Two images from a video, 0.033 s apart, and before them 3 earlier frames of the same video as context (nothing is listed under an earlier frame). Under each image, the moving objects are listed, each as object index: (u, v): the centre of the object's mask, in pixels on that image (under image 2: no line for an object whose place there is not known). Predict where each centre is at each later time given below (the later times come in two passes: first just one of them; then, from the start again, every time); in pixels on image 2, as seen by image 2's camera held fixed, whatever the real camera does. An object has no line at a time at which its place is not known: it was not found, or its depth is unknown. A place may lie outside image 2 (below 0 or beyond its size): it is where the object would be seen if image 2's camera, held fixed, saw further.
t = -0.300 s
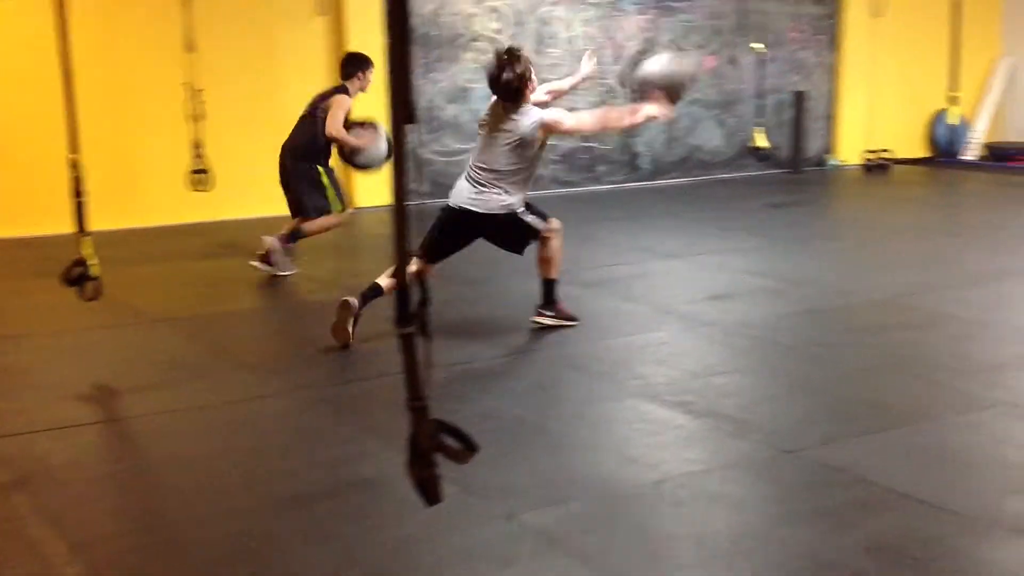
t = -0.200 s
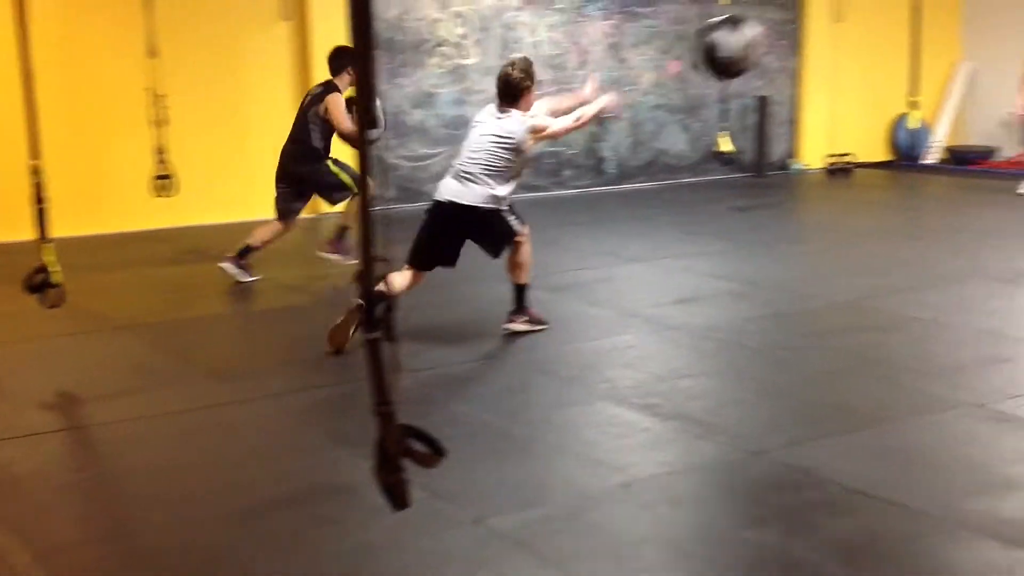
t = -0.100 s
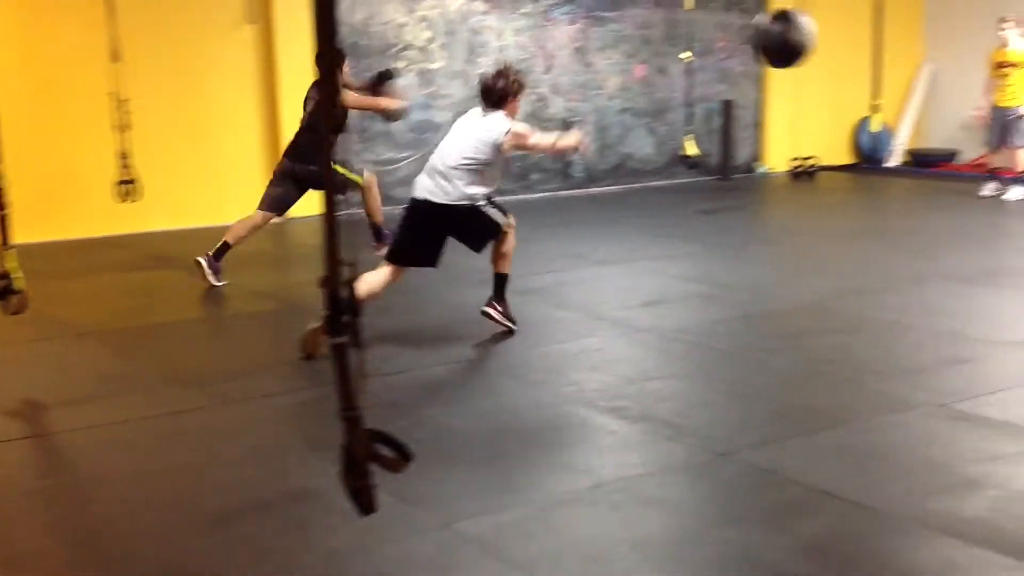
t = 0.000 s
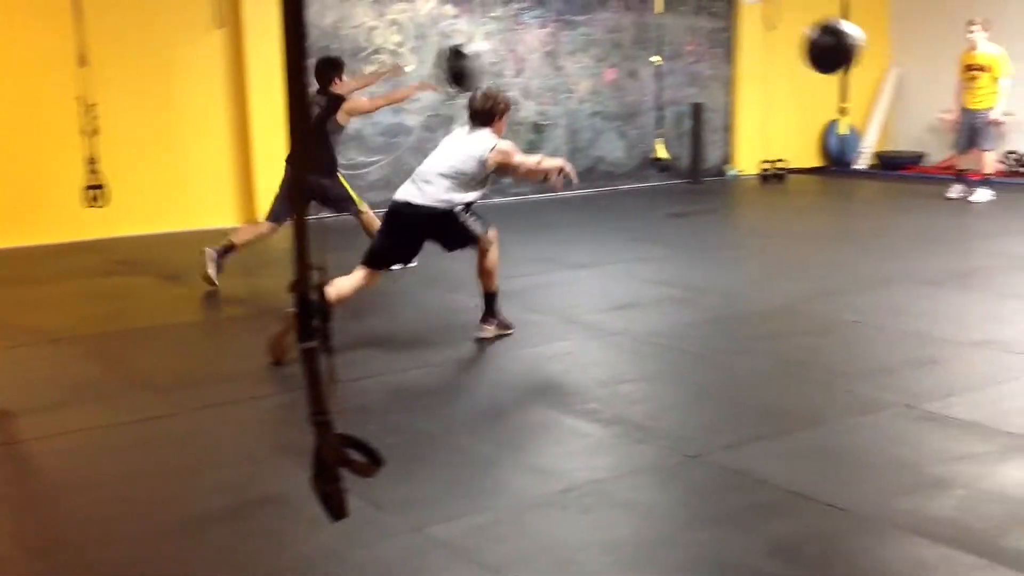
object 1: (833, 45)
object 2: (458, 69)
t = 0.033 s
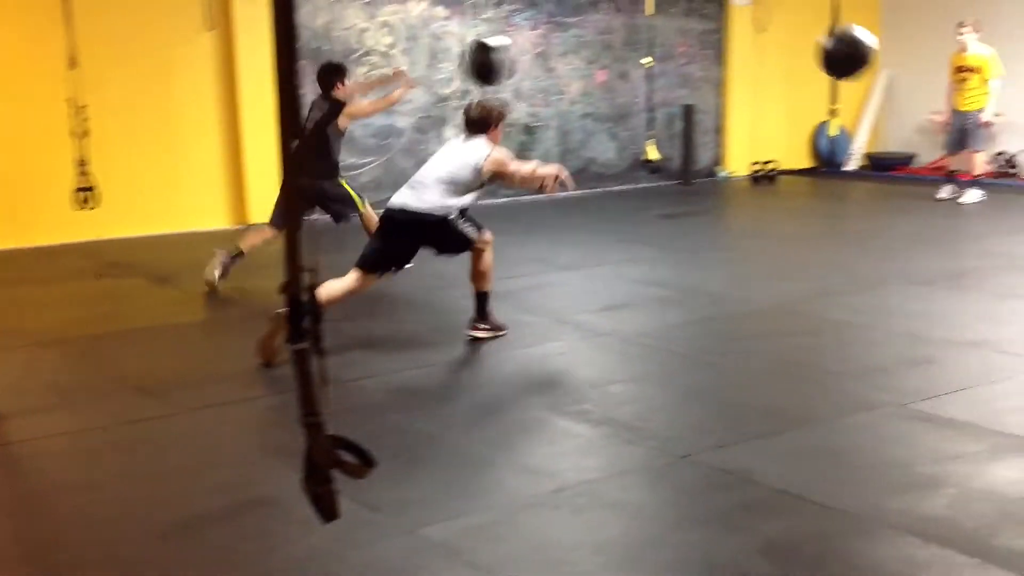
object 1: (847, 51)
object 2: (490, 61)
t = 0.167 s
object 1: (934, 80)
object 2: (608, 45)
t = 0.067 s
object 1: (872, 57)
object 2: (521, 53)
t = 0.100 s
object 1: (894, 63)
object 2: (551, 49)
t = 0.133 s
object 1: (915, 71)
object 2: (578, 46)
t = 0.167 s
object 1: (934, 80)
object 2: (608, 45)
